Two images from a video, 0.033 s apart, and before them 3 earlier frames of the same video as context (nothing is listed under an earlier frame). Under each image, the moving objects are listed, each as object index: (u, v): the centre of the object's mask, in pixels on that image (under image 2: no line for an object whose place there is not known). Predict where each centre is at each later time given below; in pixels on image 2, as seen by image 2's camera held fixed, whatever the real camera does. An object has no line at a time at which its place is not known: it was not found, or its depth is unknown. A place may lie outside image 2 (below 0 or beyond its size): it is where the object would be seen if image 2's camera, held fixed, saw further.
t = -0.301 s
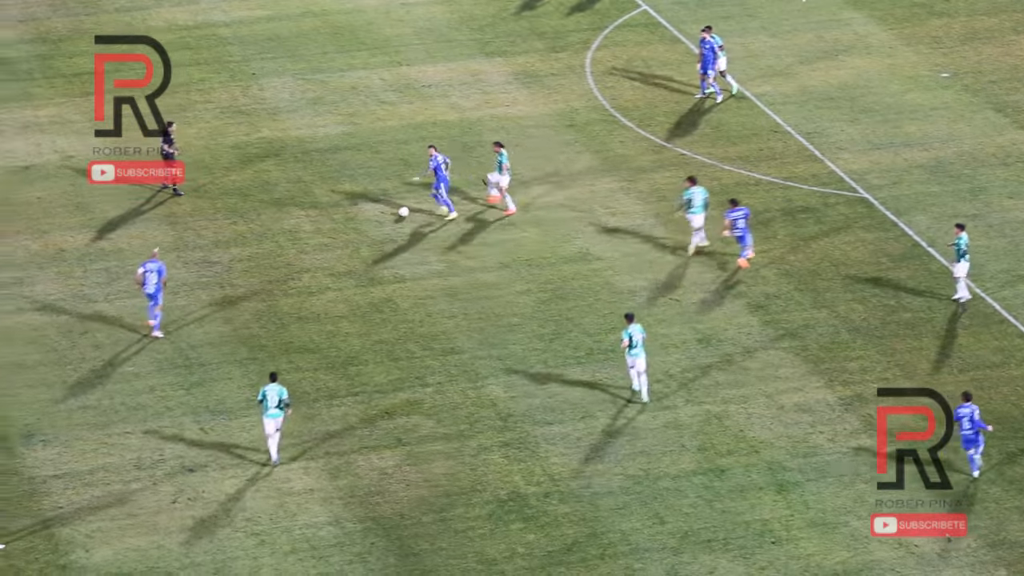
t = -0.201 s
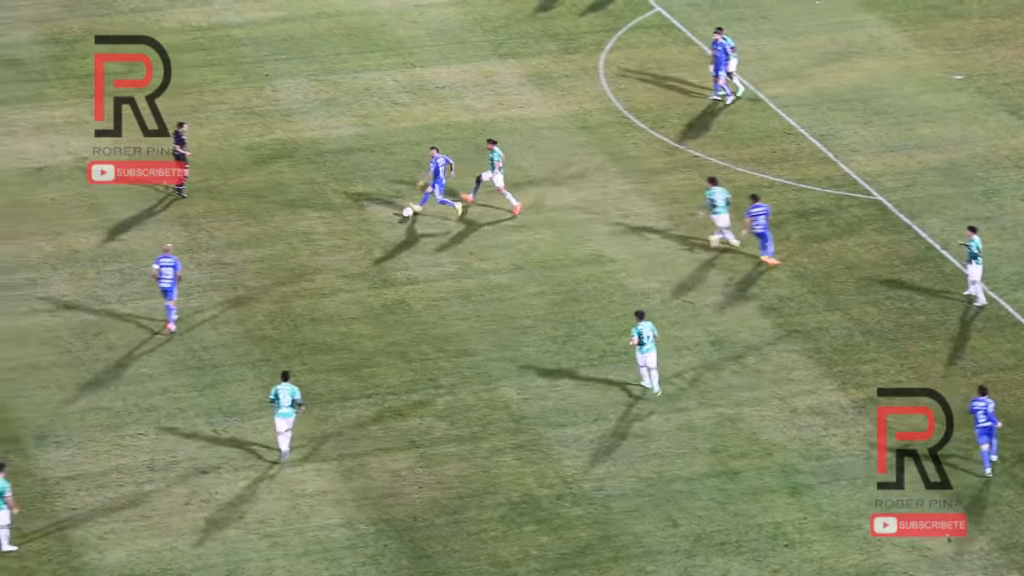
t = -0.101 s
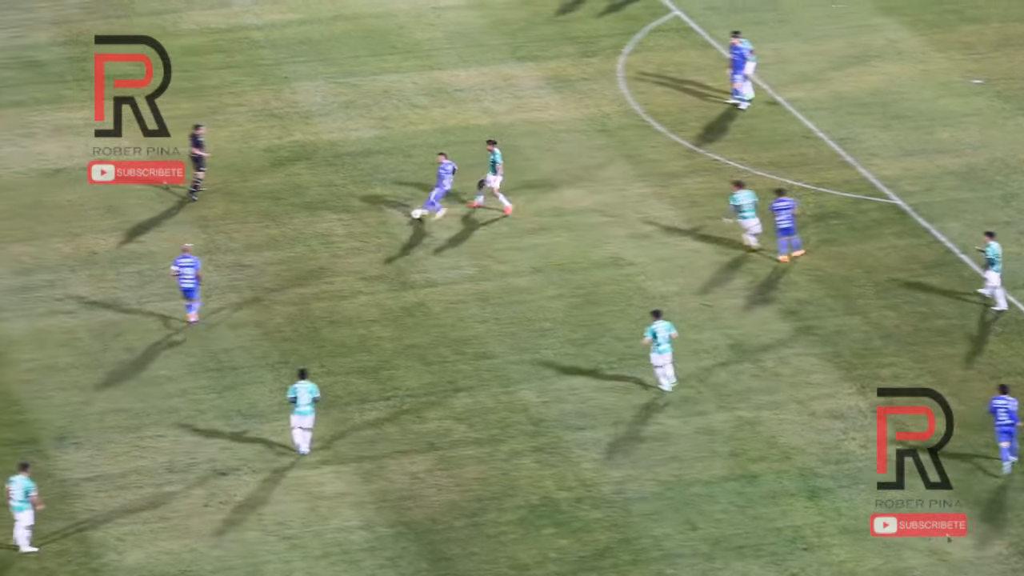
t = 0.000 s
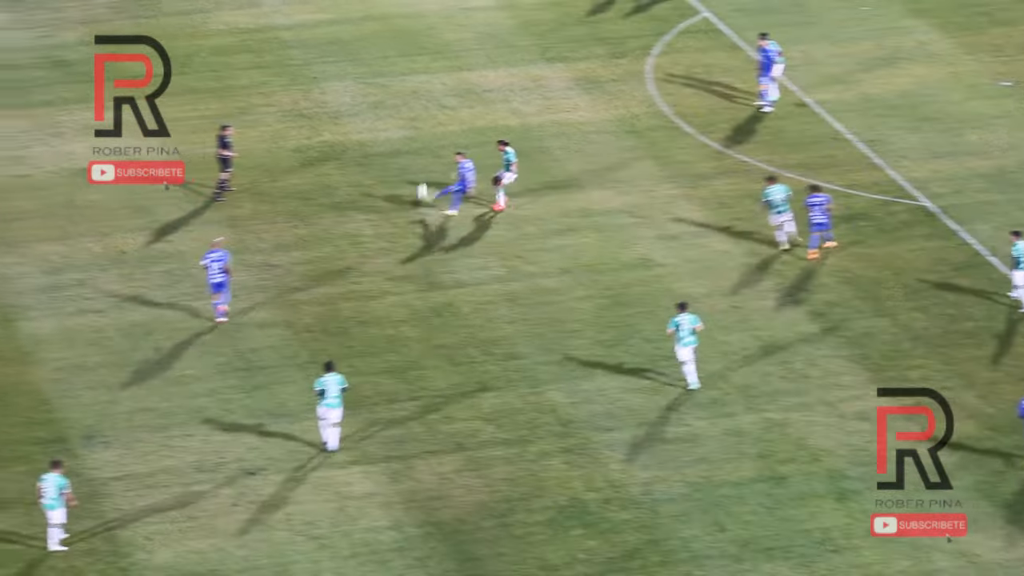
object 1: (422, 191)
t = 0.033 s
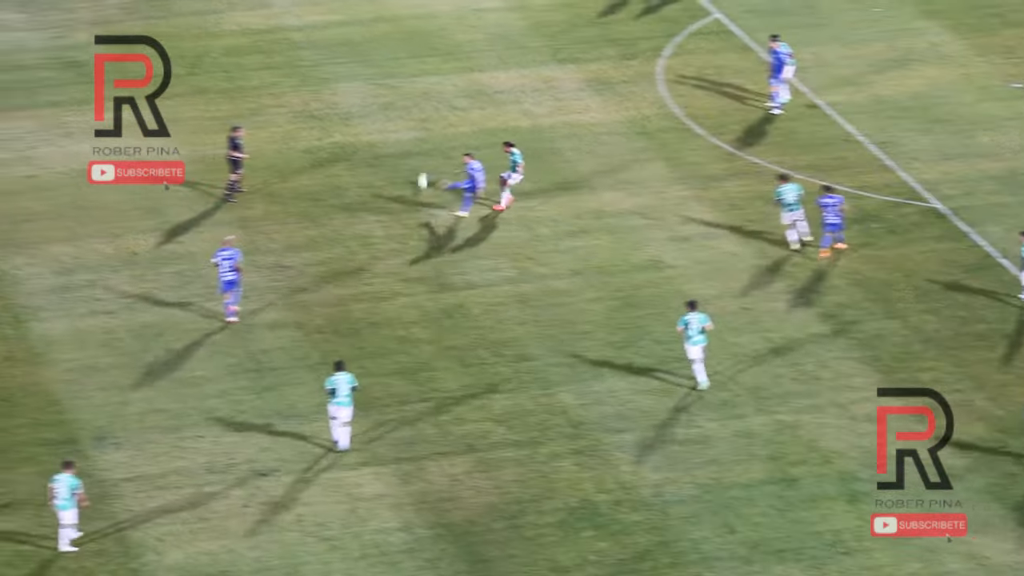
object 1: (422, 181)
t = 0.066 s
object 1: (413, 169)
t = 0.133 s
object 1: (395, 150)
